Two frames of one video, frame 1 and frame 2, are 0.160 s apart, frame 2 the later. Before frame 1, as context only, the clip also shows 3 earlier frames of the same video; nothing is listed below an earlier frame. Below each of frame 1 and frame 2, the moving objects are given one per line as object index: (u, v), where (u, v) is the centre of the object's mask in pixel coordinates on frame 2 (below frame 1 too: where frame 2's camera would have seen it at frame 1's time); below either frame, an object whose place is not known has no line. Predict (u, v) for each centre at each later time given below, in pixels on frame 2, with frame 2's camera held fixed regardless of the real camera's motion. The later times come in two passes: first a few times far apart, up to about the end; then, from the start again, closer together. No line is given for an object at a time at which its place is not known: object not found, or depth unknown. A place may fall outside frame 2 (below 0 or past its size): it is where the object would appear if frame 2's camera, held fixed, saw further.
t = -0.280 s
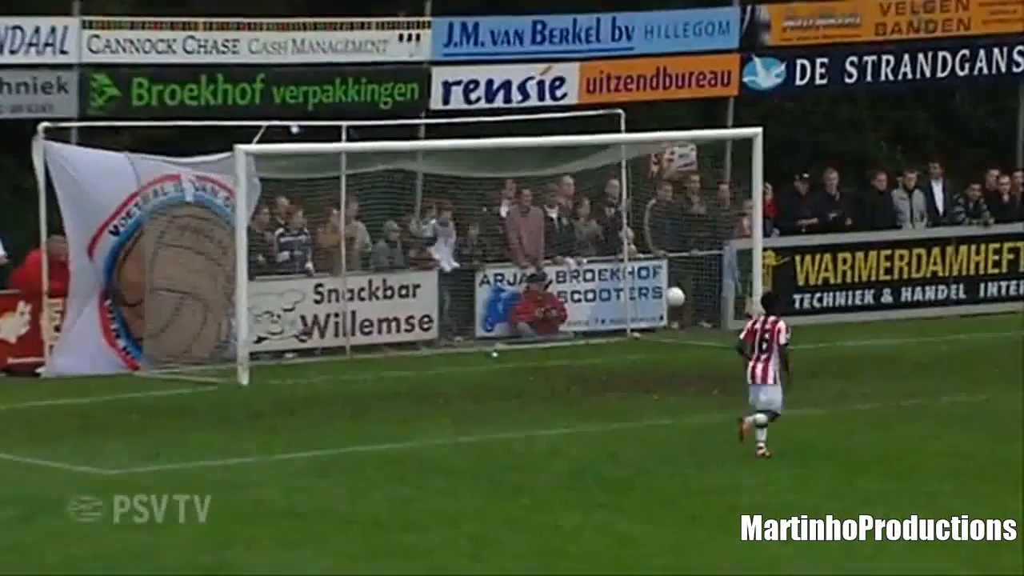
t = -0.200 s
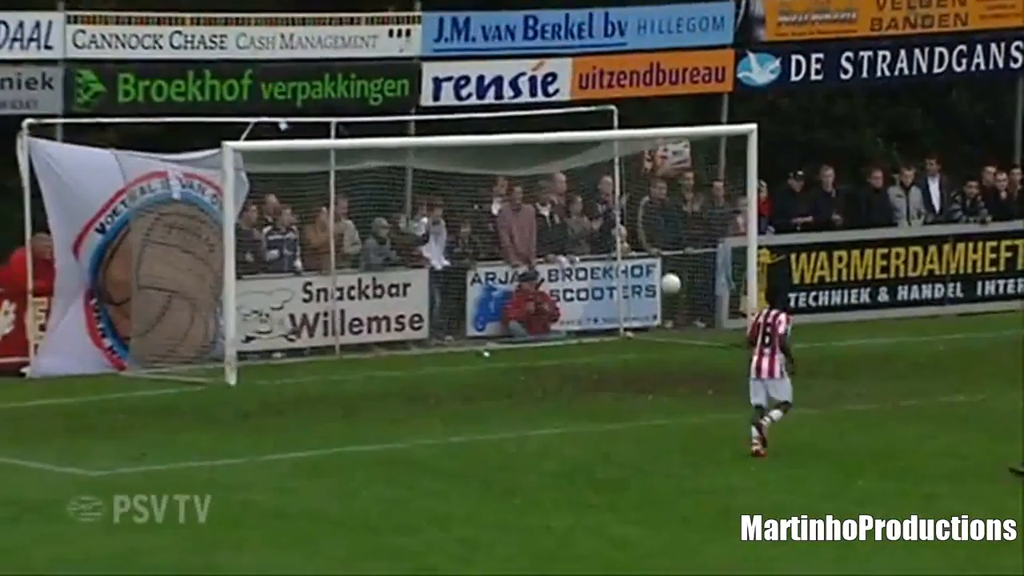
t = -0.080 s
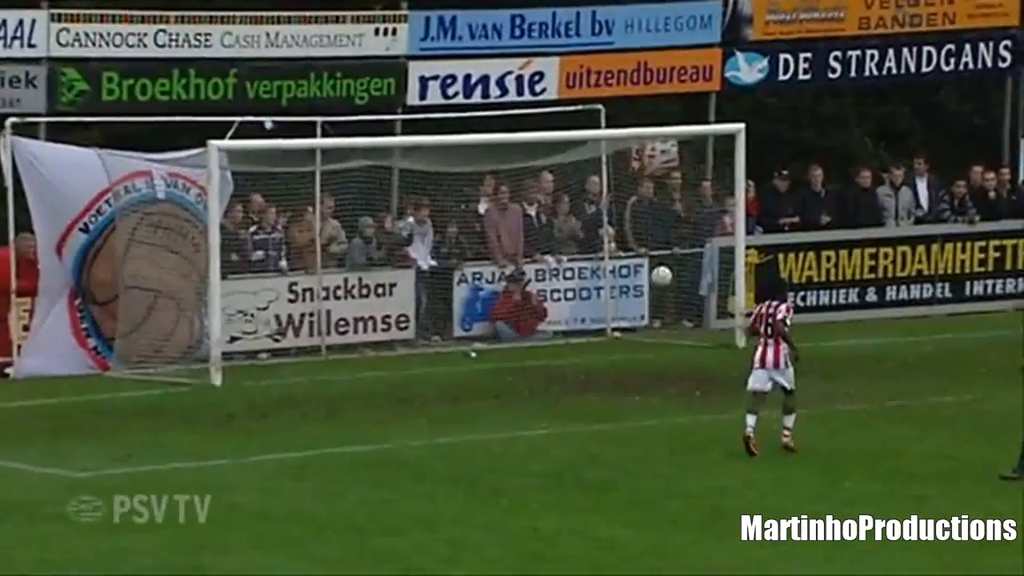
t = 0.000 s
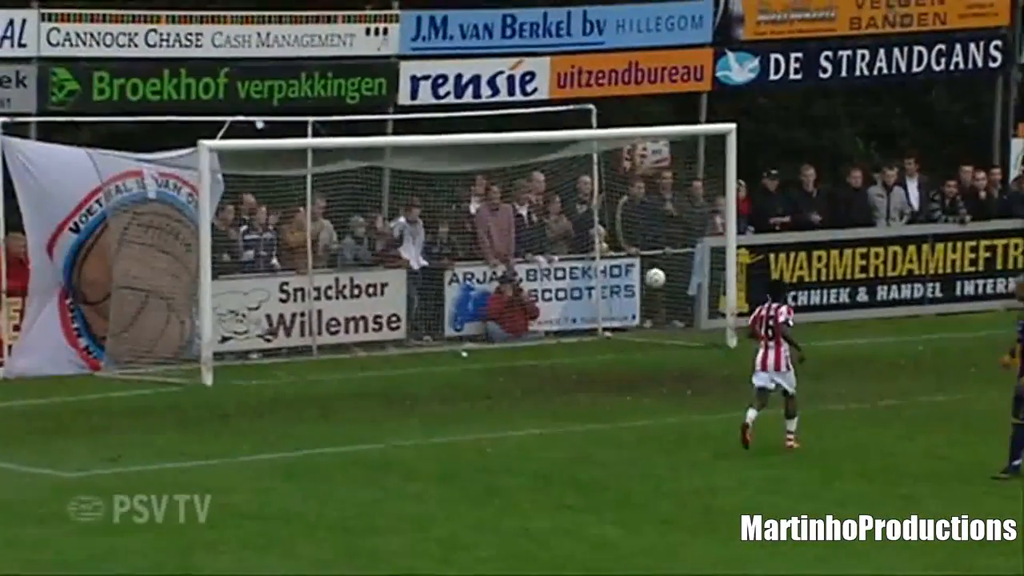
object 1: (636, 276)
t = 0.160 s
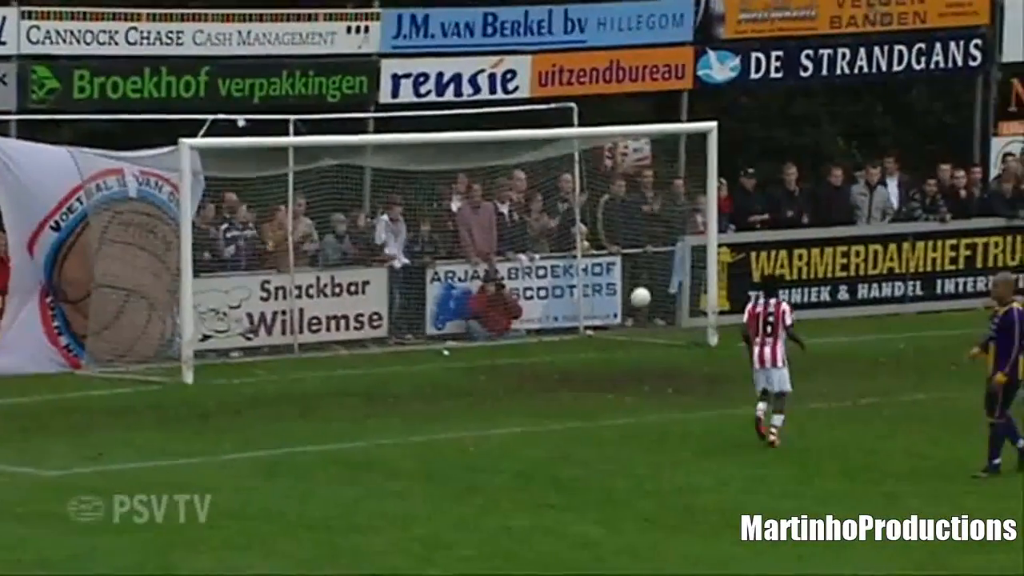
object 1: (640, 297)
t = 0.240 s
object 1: (642, 316)
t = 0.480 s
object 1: (648, 332)
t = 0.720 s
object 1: (652, 319)
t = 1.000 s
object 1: (656, 356)
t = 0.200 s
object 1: (641, 306)
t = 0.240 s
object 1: (642, 316)
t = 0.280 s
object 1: (644, 327)
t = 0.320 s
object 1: (645, 340)
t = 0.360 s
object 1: (646, 354)
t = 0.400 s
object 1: (646, 348)
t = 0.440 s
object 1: (647, 338)
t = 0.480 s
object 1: (648, 332)
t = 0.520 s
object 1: (648, 326)
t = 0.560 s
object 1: (649, 322)
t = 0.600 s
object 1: (650, 318)
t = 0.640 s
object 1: (650, 317)
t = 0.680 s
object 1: (651, 317)
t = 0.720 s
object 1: (652, 319)
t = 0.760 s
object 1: (652, 321)
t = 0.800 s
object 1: (653, 325)
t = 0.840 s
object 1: (653, 331)
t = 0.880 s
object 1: (654, 338)
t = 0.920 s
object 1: (654, 347)
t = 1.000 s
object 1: (656, 356)
